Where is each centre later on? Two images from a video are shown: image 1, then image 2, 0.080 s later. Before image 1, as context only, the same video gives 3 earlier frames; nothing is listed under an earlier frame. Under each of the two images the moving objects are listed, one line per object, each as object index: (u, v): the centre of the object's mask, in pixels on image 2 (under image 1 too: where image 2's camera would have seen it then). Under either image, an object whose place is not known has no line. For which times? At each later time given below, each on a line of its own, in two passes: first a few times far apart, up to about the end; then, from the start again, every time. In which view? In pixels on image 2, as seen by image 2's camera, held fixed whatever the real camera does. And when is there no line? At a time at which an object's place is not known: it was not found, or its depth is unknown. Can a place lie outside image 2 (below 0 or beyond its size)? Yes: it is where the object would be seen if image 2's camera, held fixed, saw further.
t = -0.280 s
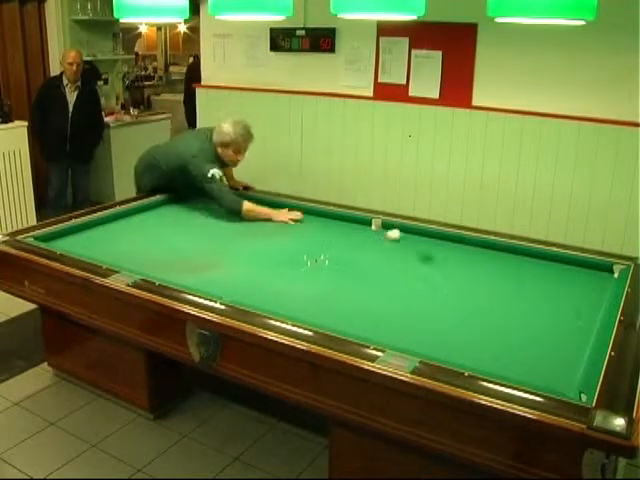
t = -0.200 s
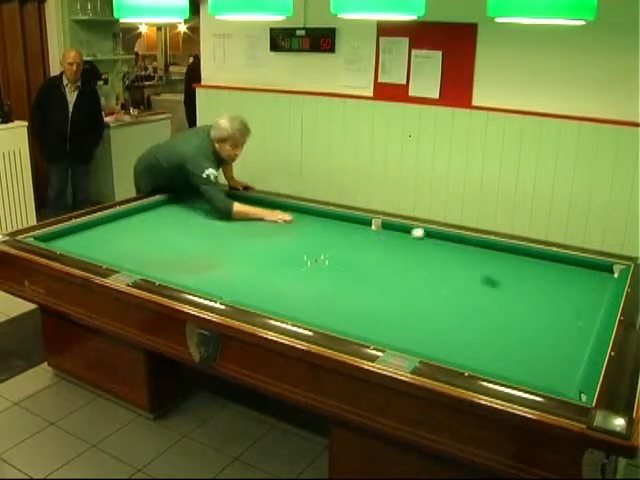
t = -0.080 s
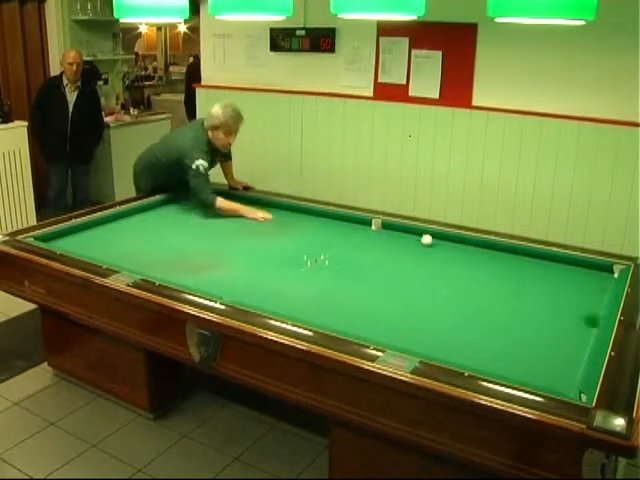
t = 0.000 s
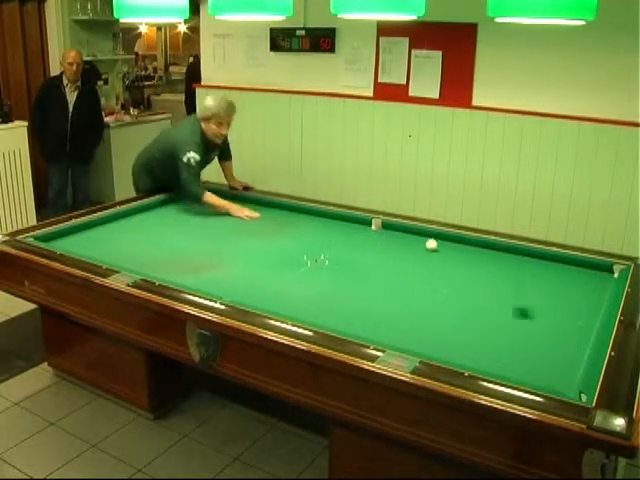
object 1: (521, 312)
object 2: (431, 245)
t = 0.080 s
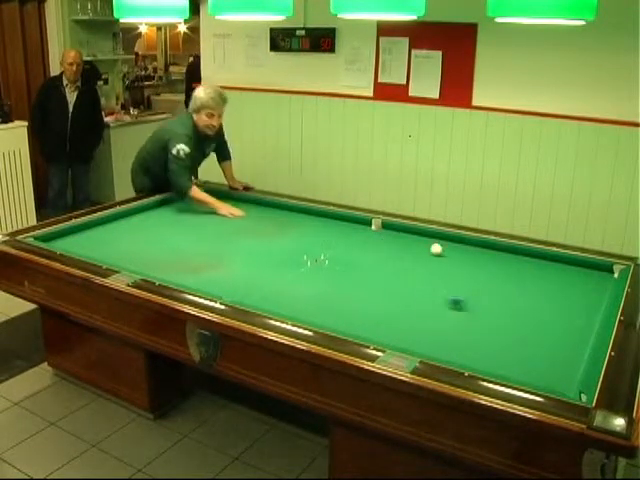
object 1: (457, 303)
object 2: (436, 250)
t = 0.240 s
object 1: (340, 289)
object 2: (445, 259)
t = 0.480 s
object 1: (200, 271)
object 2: (462, 275)
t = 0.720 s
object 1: (87, 253)
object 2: (481, 294)
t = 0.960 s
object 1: (68, 243)
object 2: (501, 314)
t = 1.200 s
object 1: (132, 250)
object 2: (525, 338)
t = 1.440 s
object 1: (196, 255)
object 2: (553, 365)
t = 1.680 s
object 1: (262, 262)
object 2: (560, 385)
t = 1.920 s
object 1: (329, 268)
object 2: (535, 375)
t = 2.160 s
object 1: (399, 273)
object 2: (515, 362)
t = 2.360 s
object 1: (458, 279)
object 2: (500, 349)
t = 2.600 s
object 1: (529, 285)
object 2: (483, 336)
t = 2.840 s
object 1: (599, 292)
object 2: (468, 324)
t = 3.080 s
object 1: (569, 280)
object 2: (455, 313)
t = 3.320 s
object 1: (533, 269)
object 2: (443, 303)
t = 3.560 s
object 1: (500, 260)
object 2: (432, 294)
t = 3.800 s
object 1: (469, 251)
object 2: (422, 285)
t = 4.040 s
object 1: (441, 244)
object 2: (412, 277)
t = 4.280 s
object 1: (414, 235)
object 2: (404, 271)
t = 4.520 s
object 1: (390, 228)
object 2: (396, 264)
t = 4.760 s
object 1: (367, 225)
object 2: (389, 259)
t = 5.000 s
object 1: (343, 221)
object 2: (382, 253)
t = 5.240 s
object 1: (322, 218)
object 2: (376, 248)
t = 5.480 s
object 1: (300, 216)
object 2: (370, 243)
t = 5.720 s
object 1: (280, 213)
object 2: (365, 239)
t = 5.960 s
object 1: (261, 211)
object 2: (360, 235)
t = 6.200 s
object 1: (243, 208)
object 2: (356, 231)
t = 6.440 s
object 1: (225, 204)
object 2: (351, 228)
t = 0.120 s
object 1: (424, 300)
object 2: (438, 252)
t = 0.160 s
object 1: (396, 296)
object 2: (441, 255)
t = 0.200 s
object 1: (367, 293)
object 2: (442, 256)
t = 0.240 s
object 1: (340, 289)
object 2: (445, 259)
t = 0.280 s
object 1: (312, 286)
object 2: (448, 262)
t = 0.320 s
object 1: (288, 282)
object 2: (451, 265)
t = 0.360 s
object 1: (264, 279)
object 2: (454, 267)
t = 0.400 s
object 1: (243, 277)
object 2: (456, 270)
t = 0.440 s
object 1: (221, 274)
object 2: (459, 273)
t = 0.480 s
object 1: (200, 271)
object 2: (462, 275)
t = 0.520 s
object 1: (179, 268)
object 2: (465, 279)
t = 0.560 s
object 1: (160, 265)
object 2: (468, 281)
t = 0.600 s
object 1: (141, 263)
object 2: (471, 284)
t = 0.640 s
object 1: (122, 260)
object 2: (474, 287)
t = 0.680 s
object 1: (104, 256)
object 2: (477, 291)
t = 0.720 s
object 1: (87, 253)
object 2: (481, 294)
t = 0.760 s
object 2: (484, 297)
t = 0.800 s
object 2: (487, 301)
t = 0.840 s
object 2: (491, 304)
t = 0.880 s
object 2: (494, 307)
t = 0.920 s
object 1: (55, 241)
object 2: (498, 311)
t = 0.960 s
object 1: (68, 243)
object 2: (501, 314)
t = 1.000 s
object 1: (80, 245)
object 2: (505, 318)
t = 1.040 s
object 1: (91, 246)
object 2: (509, 322)
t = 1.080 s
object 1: (102, 247)
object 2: (513, 326)
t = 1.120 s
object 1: (112, 248)
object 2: (518, 330)
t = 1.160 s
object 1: (122, 249)
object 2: (521, 333)
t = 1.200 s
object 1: (132, 250)
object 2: (525, 338)
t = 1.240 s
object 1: (142, 250)
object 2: (530, 342)
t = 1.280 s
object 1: (153, 252)
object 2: (534, 346)
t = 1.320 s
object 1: (164, 252)
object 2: (539, 351)
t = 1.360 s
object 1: (174, 253)
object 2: (543, 355)
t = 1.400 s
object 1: (185, 254)
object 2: (548, 360)
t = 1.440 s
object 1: (196, 255)
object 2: (553, 365)
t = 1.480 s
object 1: (207, 256)
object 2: (558, 369)
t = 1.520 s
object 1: (217, 257)
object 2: (563, 374)
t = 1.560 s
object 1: (228, 259)
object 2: (568, 379)
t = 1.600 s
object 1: (239, 260)
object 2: (570, 384)
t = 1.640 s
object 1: (250, 261)
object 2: (566, 385)
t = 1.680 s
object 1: (262, 262)
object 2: (560, 385)
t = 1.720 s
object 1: (272, 263)
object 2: (554, 386)
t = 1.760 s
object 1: (283, 263)
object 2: (550, 385)
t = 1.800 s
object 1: (295, 265)
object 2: (546, 382)
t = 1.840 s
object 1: (306, 265)
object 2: (542, 379)
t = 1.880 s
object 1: (318, 266)
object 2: (538, 377)
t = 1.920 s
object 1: (329, 268)
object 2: (535, 375)
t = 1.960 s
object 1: (341, 268)
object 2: (532, 373)
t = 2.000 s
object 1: (352, 269)
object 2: (528, 372)
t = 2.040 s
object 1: (364, 271)
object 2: (525, 369)
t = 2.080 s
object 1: (376, 271)
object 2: (521, 367)
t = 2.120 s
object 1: (388, 272)
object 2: (518, 364)
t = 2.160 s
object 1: (399, 273)
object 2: (515, 362)
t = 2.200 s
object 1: (411, 275)
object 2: (512, 359)
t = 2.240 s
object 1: (423, 276)
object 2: (508, 357)
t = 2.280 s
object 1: (434, 277)
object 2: (505, 354)
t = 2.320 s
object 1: (446, 278)
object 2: (503, 352)
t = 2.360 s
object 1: (458, 279)
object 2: (500, 349)
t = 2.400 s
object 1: (470, 280)
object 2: (496, 347)
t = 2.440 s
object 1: (481, 280)
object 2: (494, 344)
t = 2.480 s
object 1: (493, 282)
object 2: (491, 342)
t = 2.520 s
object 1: (505, 282)
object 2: (488, 340)
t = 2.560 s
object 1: (517, 282)
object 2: (486, 338)
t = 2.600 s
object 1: (529, 285)
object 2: (483, 336)
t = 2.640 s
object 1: (540, 285)
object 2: (480, 334)
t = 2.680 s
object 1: (552, 286)
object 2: (478, 332)
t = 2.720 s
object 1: (564, 287)
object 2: (476, 330)
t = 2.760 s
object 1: (575, 288)
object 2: (473, 328)
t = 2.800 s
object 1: (587, 291)
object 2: (471, 326)
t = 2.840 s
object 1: (599, 292)
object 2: (468, 324)
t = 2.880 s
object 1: (605, 292)
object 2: (466, 322)
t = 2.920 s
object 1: (598, 289)
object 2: (464, 320)
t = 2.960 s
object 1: (589, 285)
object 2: (461, 318)
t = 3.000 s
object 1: (582, 283)
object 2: (459, 316)
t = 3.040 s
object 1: (575, 281)
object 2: (457, 315)
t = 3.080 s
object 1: (569, 280)
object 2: (455, 313)
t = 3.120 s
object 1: (563, 278)
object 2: (453, 311)
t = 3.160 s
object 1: (557, 276)
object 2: (450, 309)
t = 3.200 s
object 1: (551, 274)
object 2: (449, 308)
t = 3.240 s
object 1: (545, 272)
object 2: (447, 306)
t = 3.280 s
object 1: (539, 270)
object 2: (445, 304)
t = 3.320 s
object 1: (533, 269)
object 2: (443, 303)
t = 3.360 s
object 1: (527, 267)
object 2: (441, 302)
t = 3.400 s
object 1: (522, 265)
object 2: (439, 300)
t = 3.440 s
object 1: (516, 264)
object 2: (437, 298)
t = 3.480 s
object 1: (511, 263)
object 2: (435, 297)
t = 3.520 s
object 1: (505, 261)
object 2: (433, 295)
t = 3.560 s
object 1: (500, 260)
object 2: (432, 294)
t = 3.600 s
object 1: (495, 259)
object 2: (430, 292)
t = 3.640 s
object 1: (490, 258)
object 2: (428, 291)
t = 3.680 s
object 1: (485, 256)
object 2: (427, 289)
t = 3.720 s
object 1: (479, 253)
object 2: (425, 288)
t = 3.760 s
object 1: (474, 253)
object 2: (423, 286)
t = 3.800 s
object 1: (469, 251)
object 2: (422, 285)
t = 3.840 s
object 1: (464, 250)
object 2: (420, 284)
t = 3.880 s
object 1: (459, 248)
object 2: (419, 283)
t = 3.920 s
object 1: (455, 246)
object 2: (417, 281)
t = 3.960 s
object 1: (451, 246)
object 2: (415, 280)
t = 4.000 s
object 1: (445, 245)
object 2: (414, 279)
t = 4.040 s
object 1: (441, 244)
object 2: (412, 277)
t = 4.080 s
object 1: (436, 241)
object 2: (411, 276)
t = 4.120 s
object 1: (433, 240)
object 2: (410, 275)
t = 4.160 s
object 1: (427, 238)
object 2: (408, 274)
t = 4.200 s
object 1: (424, 237)
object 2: (407, 273)
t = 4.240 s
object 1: (419, 237)
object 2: (405, 272)
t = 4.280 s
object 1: (414, 235)
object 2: (404, 271)
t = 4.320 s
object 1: (411, 234)
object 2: (403, 270)
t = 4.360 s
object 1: (407, 232)
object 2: (401, 269)
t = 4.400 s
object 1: (403, 232)
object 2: (400, 267)
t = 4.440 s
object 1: (400, 231)
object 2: (399, 266)
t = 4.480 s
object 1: (394, 230)
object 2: (397, 265)
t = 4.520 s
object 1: (390, 228)
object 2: (396, 264)
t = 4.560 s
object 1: (387, 228)
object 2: (395, 264)
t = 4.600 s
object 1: (383, 227)
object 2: (393, 262)
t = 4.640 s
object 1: (377, 227)
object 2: (392, 261)
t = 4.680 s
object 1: (374, 227)
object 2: (391, 261)
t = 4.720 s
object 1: (370, 226)
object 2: (390, 260)
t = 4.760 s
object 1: (367, 225)
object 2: (389, 259)
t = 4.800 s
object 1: (363, 225)
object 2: (388, 258)
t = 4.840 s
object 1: (358, 224)
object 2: (387, 256)
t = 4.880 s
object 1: (355, 223)
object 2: (385, 255)
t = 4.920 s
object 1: (351, 224)
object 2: (384, 255)
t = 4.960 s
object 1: (346, 222)
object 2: (383, 254)
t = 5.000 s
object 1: (343, 221)
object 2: (382, 253)
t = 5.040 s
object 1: (339, 221)
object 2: (382, 252)
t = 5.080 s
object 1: (335, 220)
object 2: (380, 251)
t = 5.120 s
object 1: (332, 220)
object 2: (379, 250)
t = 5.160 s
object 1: (328, 219)
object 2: (378, 250)
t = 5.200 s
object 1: (324, 219)
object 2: (377, 249)
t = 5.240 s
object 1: (322, 218)
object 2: (376, 248)
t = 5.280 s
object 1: (317, 218)
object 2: (375, 247)
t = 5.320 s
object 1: (314, 217)
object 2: (374, 247)
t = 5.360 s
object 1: (310, 217)
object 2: (373, 246)
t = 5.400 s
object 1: (307, 216)
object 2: (372, 245)
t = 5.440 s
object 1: (303, 216)
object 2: (371, 244)
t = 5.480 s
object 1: (300, 216)
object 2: (370, 243)
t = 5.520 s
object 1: (296, 215)
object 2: (370, 243)
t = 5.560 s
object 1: (293, 214)
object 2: (369, 242)
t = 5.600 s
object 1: (290, 214)
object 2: (368, 241)
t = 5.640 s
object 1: (286, 214)
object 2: (367, 241)
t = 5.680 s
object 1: (283, 213)
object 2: (367, 240)
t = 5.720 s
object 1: (280, 213)
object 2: (365, 239)
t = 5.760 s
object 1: (276, 213)
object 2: (364, 238)
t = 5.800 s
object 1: (274, 212)
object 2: (364, 238)
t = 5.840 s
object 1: (270, 212)
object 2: (362, 237)
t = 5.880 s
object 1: (267, 211)
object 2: (362, 236)
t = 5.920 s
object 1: (264, 211)
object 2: (361, 236)
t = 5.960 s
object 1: (261, 211)
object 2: (360, 235)
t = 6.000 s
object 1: (259, 211)
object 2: (359, 235)
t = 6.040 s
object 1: (255, 210)
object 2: (359, 234)
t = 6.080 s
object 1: (252, 210)
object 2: (358, 233)
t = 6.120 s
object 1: (248, 209)
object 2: (357, 233)
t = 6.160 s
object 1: (245, 209)
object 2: (357, 232)
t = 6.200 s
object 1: (243, 208)
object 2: (356, 231)
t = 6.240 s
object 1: (240, 208)
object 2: (355, 230)
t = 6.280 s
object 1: (237, 207)
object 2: (354, 230)
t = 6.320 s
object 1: (234, 206)
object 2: (354, 230)
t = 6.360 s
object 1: (231, 206)
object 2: (352, 229)
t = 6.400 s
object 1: (228, 205)
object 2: (351, 228)
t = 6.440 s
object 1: (225, 204)
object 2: (351, 228)
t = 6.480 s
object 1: (223, 204)
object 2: (351, 227)
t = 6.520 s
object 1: (220, 204)
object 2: (350, 227)
